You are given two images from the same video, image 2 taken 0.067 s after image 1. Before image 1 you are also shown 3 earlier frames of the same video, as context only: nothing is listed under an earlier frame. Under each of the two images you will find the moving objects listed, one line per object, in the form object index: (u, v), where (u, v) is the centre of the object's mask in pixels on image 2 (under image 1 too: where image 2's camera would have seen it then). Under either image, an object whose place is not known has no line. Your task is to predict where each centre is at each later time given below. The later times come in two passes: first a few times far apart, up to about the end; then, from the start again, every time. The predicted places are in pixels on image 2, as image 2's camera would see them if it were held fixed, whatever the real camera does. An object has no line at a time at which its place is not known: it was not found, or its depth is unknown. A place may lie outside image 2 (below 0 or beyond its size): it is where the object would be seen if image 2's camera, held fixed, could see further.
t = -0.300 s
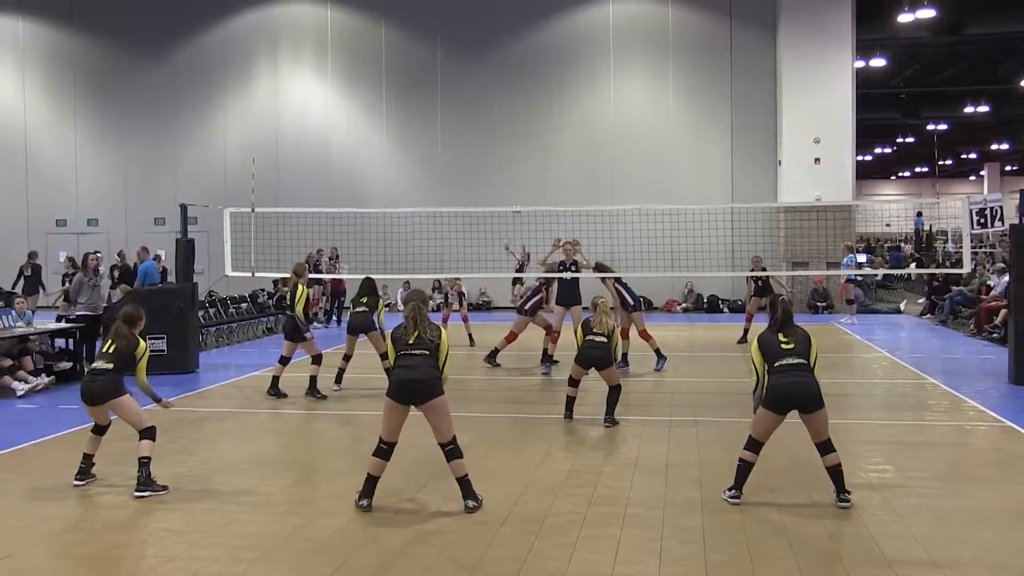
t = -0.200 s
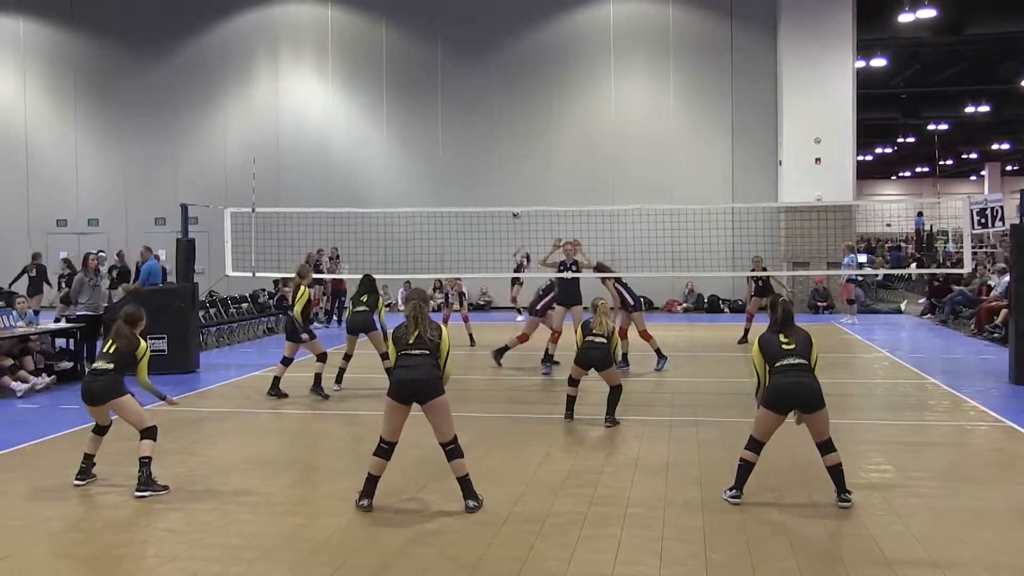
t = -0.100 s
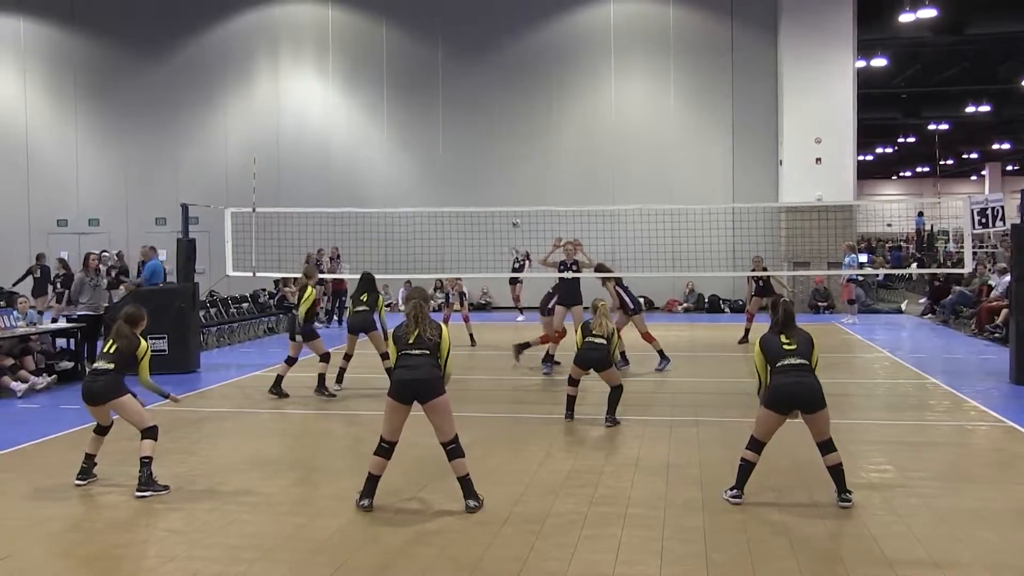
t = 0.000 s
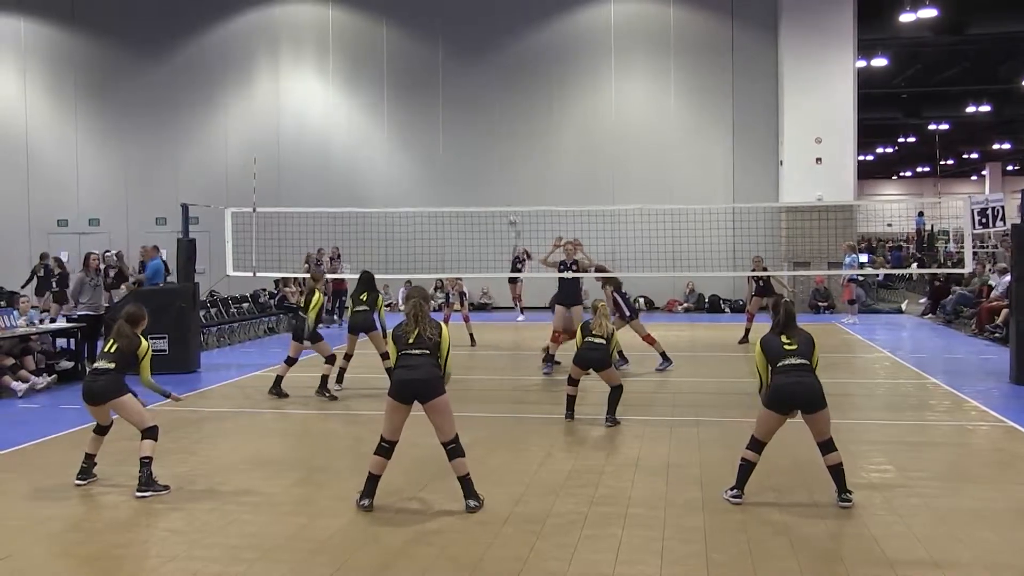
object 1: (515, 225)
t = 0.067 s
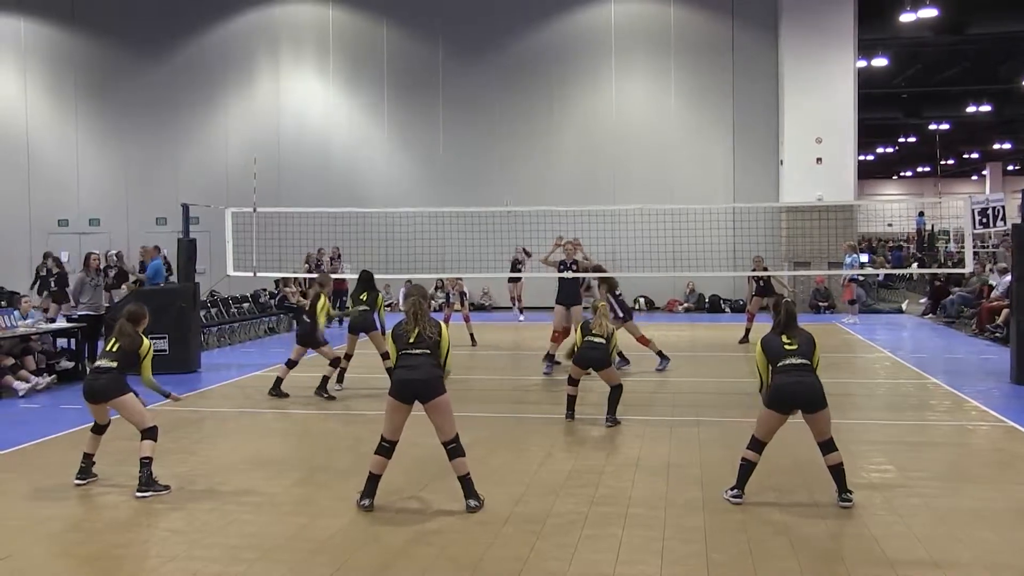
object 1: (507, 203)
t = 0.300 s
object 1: (495, 170)
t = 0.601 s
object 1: (470, 150)
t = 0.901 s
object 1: (442, 193)
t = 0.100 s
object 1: (508, 200)
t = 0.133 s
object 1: (506, 194)
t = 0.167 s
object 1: (505, 187)
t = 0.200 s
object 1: (503, 181)
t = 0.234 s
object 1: (500, 178)
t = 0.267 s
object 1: (497, 173)
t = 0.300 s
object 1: (495, 170)
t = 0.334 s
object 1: (492, 165)
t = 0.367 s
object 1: (489, 160)
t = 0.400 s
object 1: (486, 158)
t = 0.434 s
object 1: (484, 155)
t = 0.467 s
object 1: (481, 152)
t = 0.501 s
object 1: (478, 151)
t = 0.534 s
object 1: (476, 150)
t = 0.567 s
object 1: (473, 150)
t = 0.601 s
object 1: (470, 150)
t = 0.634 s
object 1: (467, 151)
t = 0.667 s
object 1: (464, 153)
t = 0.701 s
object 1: (461, 156)
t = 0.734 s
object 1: (458, 160)
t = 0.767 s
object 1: (454, 164)
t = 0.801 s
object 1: (452, 169)
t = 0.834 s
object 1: (449, 177)
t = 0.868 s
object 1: (445, 185)
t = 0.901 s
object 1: (442, 193)
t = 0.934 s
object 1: (439, 203)
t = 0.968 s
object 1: (436, 216)
